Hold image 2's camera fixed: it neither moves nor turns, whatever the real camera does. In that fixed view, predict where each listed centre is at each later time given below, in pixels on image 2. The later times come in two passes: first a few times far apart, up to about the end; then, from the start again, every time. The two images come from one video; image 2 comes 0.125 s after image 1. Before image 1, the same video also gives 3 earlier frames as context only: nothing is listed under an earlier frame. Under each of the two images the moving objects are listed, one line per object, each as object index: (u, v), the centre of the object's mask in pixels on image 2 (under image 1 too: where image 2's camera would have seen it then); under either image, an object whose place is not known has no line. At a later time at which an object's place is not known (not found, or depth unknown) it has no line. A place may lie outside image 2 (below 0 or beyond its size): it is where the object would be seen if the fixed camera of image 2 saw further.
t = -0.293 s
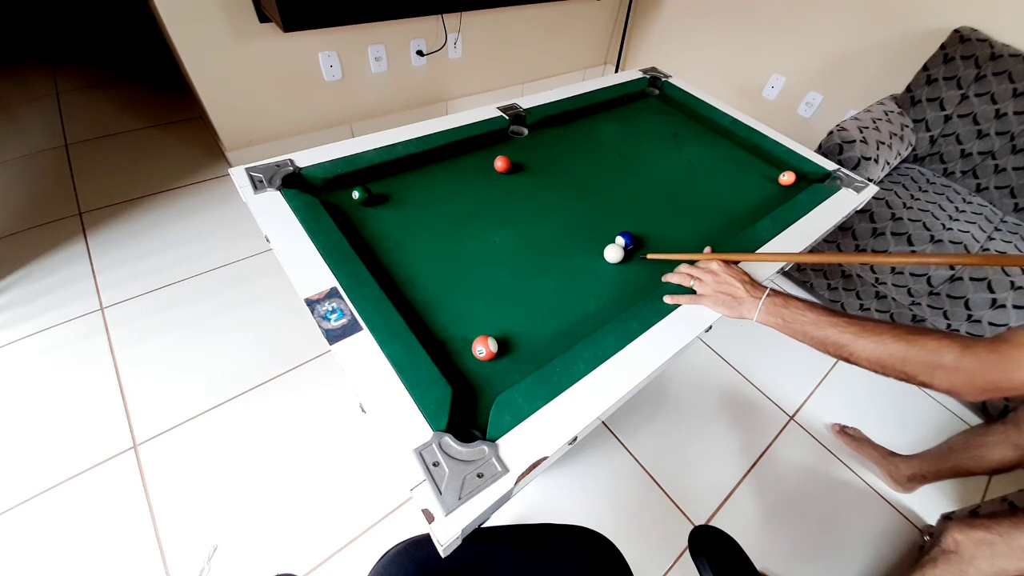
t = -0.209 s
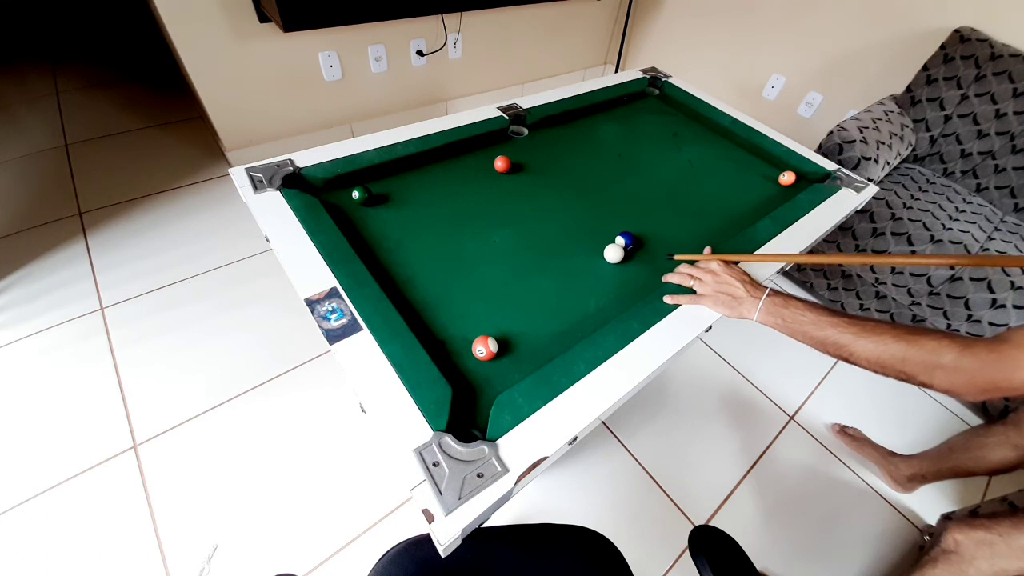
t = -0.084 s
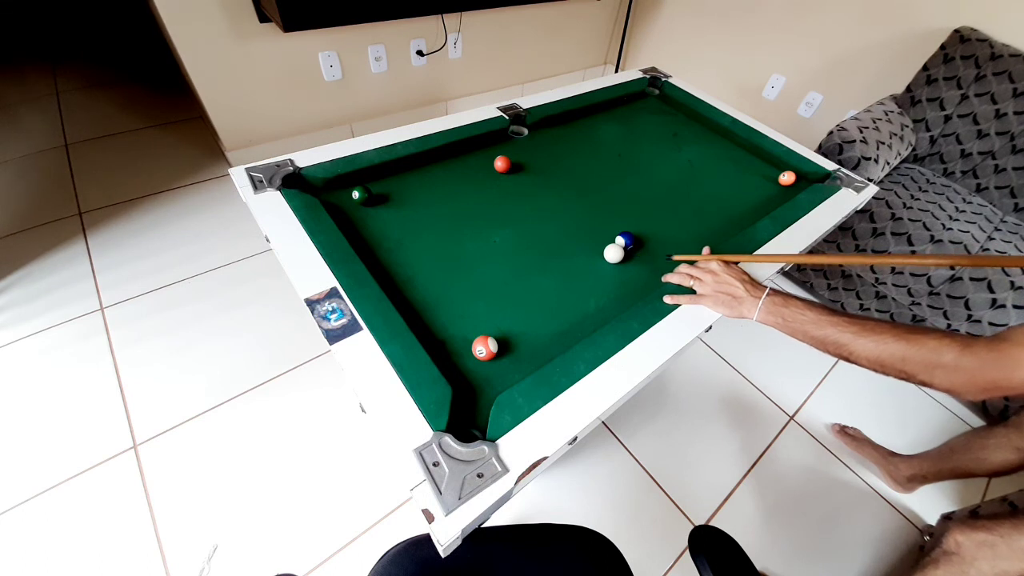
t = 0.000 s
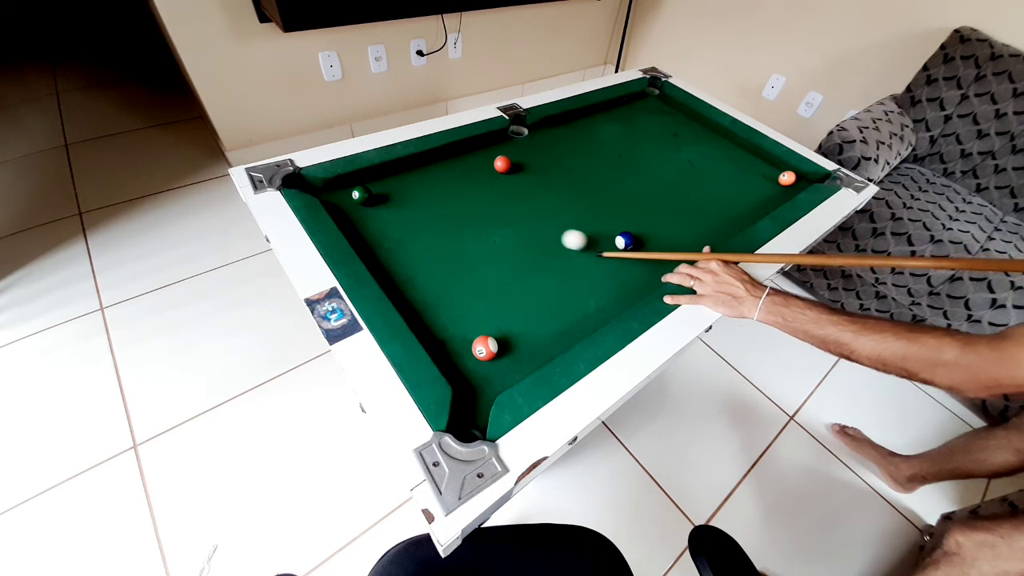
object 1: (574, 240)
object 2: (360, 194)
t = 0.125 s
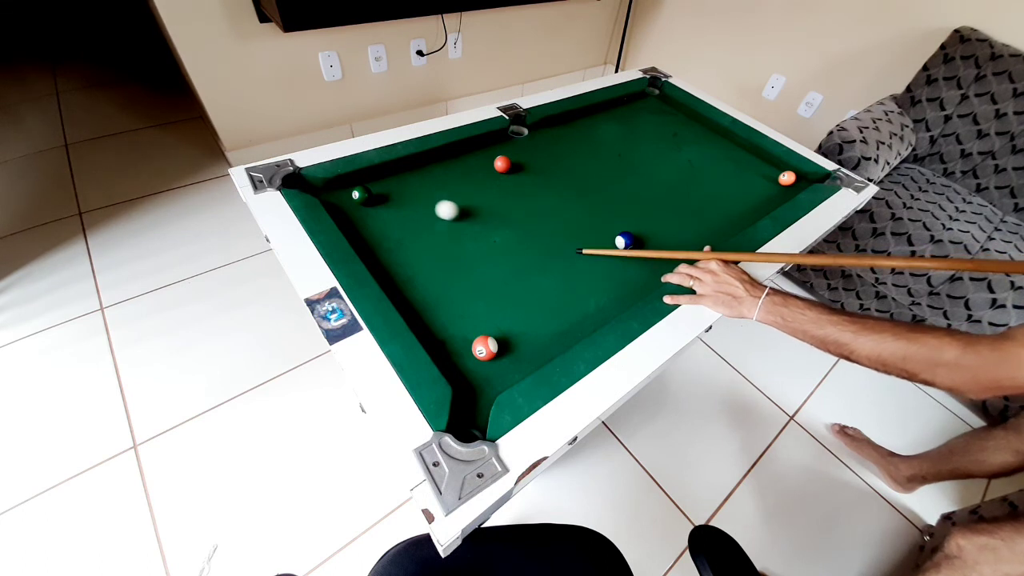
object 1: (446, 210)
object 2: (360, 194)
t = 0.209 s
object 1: (382, 192)
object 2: (352, 194)
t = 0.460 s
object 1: (386, 190)
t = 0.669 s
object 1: (399, 206)
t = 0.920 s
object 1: (412, 224)
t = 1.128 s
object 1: (419, 235)
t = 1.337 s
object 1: (424, 244)
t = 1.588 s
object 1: (430, 249)
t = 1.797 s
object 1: (434, 250)
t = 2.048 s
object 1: (435, 250)
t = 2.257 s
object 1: (435, 250)
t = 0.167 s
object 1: (410, 201)
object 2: (360, 194)
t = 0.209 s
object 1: (382, 192)
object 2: (352, 194)
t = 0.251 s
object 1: (380, 185)
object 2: (322, 192)
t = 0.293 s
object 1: (375, 177)
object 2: (308, 187)
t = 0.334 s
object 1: (378, 179)
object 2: (299, 185)
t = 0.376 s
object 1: (381, 183)
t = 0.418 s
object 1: (384, 186)
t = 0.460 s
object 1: (386, 190)
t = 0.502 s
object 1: (389, 193)
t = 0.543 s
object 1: (392, 197)
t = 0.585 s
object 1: (394, 200)
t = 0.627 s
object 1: (397, 203)
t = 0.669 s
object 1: (399, 206)
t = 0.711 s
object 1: (402, 209)
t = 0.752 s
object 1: (404, 212)
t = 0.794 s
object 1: (406, 215)
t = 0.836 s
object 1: (408, 218)
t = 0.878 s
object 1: (410, 221)
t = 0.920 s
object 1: (412, 224)
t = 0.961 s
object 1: (413, 226)
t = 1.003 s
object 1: (415, 228)
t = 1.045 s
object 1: (416, 231)
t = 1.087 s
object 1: (418, 233)
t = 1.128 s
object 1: (419, 235)
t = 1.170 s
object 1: (420, 237)
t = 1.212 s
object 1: (421, 239)
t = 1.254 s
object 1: (422, 241)
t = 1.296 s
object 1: (423, 242)
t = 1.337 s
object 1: (424, 244)
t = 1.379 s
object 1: (425, 245)
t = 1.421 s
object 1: (426, 246)
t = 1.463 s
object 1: (427, 247)
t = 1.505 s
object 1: (428, 248)
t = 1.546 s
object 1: (429, 249)
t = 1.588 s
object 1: (430, 249)
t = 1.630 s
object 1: (431, 249)
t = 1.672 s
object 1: (432, 250)
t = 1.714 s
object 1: (432, 250)
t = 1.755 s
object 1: (433, 250)
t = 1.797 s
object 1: (434, 250)
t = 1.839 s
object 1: (434, 250)
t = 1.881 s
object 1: (435, 250)
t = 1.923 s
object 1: (435, 250)
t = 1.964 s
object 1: (435, 250)
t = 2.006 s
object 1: (435, 250)
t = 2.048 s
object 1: (435, 250)
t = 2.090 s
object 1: (435, 250)
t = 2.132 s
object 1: (435, 250)
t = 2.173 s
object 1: (435, 250)
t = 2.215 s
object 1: (435, 250)
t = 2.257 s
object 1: (435, 250)
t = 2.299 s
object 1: (435, 250)
